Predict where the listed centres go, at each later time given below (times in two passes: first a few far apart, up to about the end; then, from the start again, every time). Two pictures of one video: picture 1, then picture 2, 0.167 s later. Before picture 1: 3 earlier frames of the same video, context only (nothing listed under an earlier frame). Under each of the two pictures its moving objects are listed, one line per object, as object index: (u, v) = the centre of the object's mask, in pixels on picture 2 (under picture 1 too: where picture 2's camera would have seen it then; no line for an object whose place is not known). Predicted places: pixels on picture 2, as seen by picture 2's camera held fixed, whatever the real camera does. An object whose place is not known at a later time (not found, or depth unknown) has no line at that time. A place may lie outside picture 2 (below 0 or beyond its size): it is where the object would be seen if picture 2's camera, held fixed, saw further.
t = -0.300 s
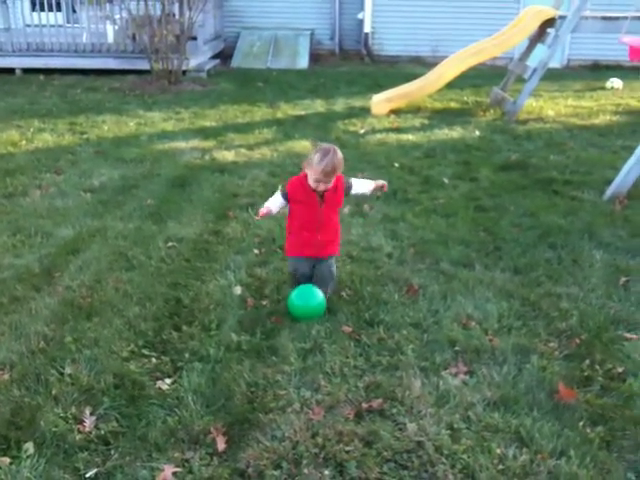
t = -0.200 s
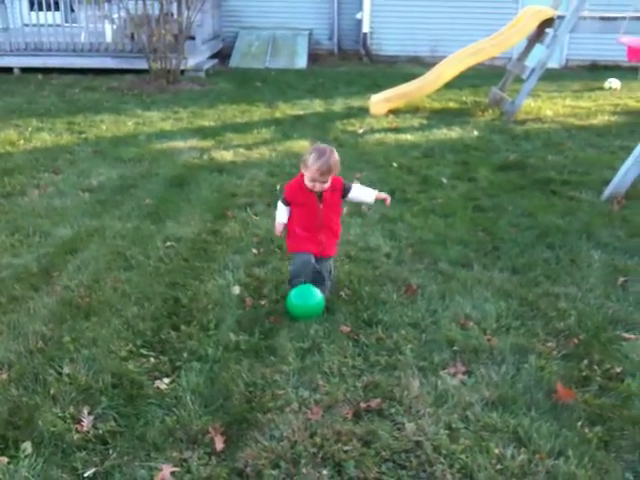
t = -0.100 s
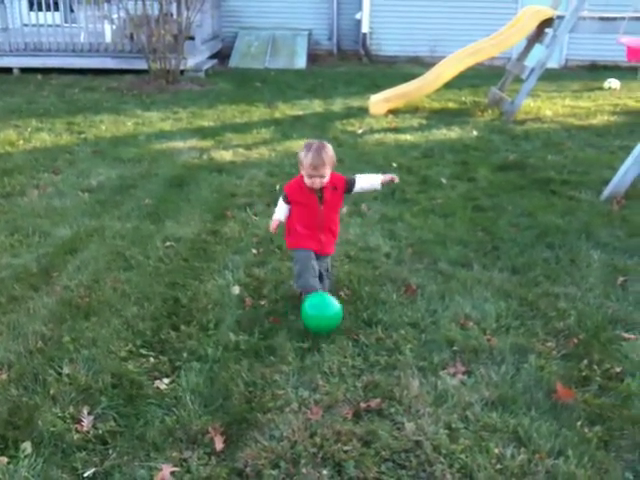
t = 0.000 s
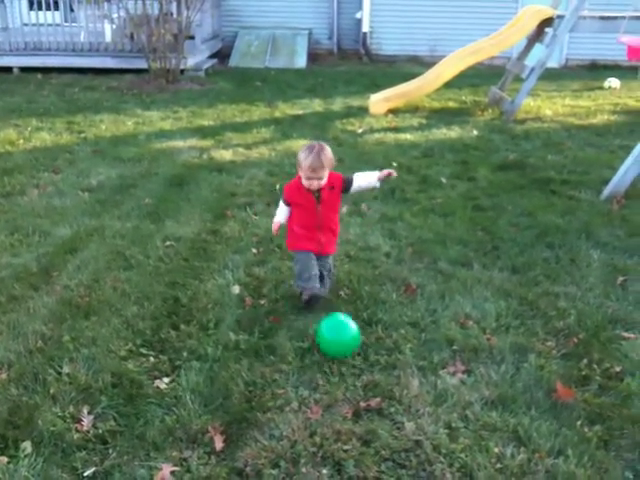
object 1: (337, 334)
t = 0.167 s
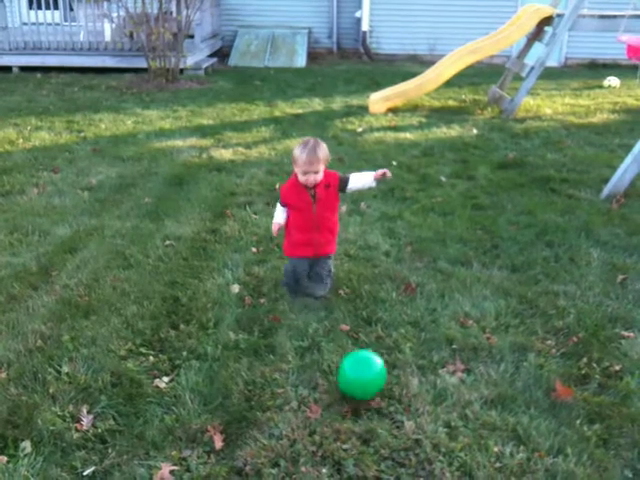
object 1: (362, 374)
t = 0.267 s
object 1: (374, 393)
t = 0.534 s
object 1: (400, 435)
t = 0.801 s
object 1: (405, 457)
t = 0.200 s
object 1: (366, 379)
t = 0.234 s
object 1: (370, 385)
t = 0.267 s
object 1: (374, 393)
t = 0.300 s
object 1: (377, 402)
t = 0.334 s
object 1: (380, 409)
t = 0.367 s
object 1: (384, 412)
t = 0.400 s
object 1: (388, 415)
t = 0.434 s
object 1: (391, 418)
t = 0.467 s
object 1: (394, 422)
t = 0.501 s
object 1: (397, 428)
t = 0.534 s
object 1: (400, 435)
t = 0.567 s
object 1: (403, 442)
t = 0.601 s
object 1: (404, 445)
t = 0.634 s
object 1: (405, 447)
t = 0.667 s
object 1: (406, 451)
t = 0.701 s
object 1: (407, 455)
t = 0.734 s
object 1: (407, 457)
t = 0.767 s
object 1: (406, 457)
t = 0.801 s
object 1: (405, 457)
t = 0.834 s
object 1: (405, 457)
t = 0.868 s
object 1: (403, 457)
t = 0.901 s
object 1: (401, 459)
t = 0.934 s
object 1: (399, 459)
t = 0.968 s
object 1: (396, 459)
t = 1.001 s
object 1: (393, 458)
